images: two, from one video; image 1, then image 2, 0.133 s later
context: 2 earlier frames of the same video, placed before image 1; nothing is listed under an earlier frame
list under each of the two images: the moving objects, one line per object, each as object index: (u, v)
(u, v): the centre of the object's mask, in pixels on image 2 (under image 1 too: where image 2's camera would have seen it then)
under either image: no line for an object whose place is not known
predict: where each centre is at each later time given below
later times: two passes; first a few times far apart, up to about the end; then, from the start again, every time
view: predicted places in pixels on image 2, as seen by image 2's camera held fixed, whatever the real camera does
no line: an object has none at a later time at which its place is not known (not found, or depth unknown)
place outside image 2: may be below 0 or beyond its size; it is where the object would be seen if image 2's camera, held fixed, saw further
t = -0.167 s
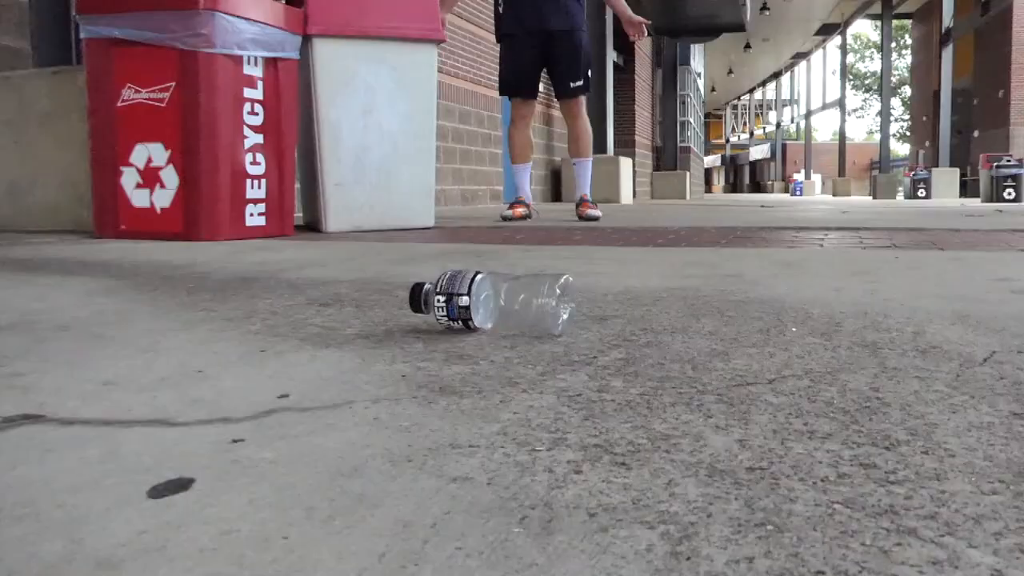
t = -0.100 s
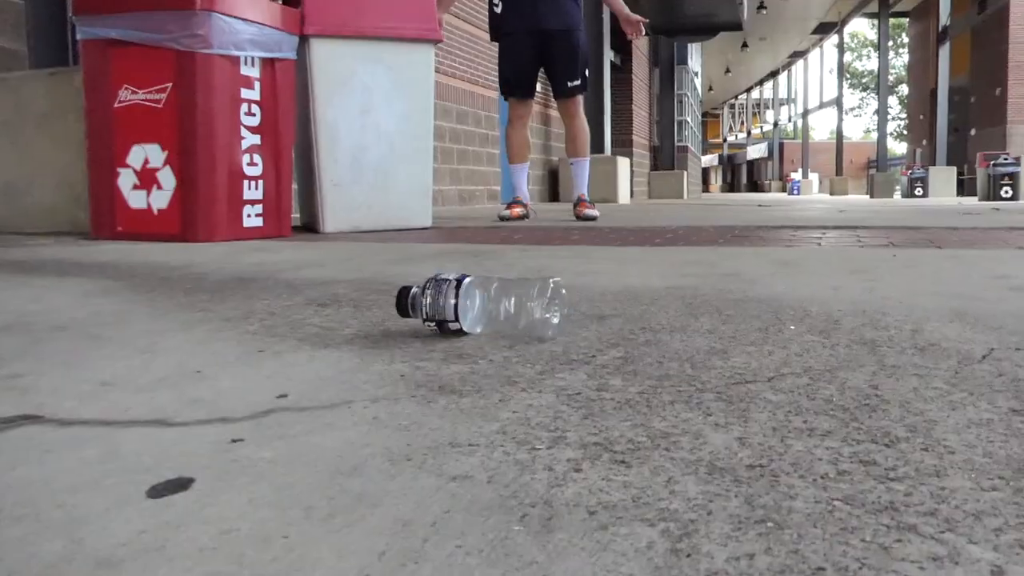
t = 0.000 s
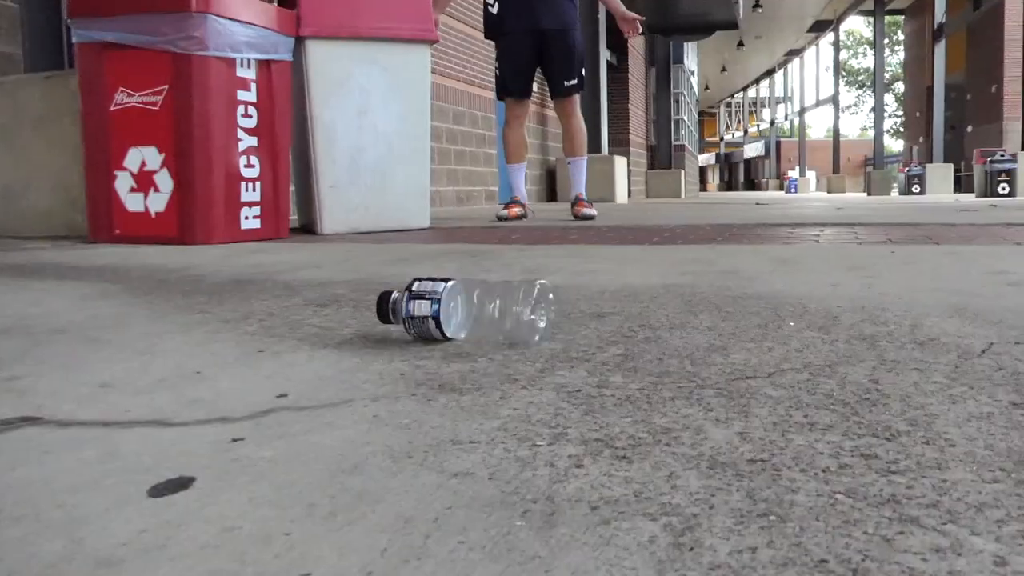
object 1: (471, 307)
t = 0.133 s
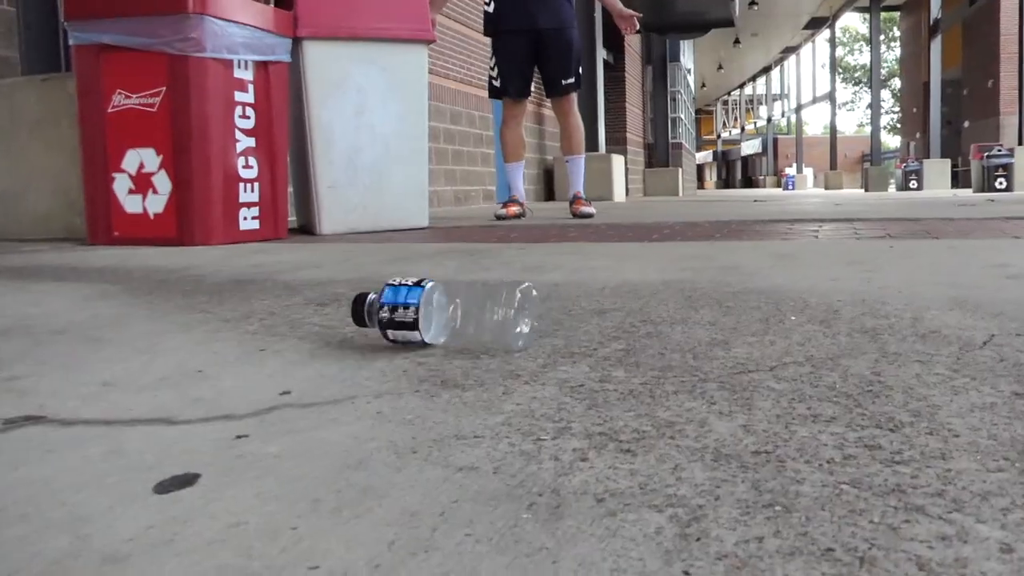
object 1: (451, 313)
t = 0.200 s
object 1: (440, 317)
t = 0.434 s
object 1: (390, 330)
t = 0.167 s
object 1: (445, 315)
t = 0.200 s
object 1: (440, 317)
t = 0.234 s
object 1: (432, 318)
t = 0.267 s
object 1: (424, 320)
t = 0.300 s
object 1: (418, 321)
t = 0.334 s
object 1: (412, 324)
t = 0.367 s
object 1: (406, 327)
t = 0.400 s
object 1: (397, 328)
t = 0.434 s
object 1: (390, 330)
